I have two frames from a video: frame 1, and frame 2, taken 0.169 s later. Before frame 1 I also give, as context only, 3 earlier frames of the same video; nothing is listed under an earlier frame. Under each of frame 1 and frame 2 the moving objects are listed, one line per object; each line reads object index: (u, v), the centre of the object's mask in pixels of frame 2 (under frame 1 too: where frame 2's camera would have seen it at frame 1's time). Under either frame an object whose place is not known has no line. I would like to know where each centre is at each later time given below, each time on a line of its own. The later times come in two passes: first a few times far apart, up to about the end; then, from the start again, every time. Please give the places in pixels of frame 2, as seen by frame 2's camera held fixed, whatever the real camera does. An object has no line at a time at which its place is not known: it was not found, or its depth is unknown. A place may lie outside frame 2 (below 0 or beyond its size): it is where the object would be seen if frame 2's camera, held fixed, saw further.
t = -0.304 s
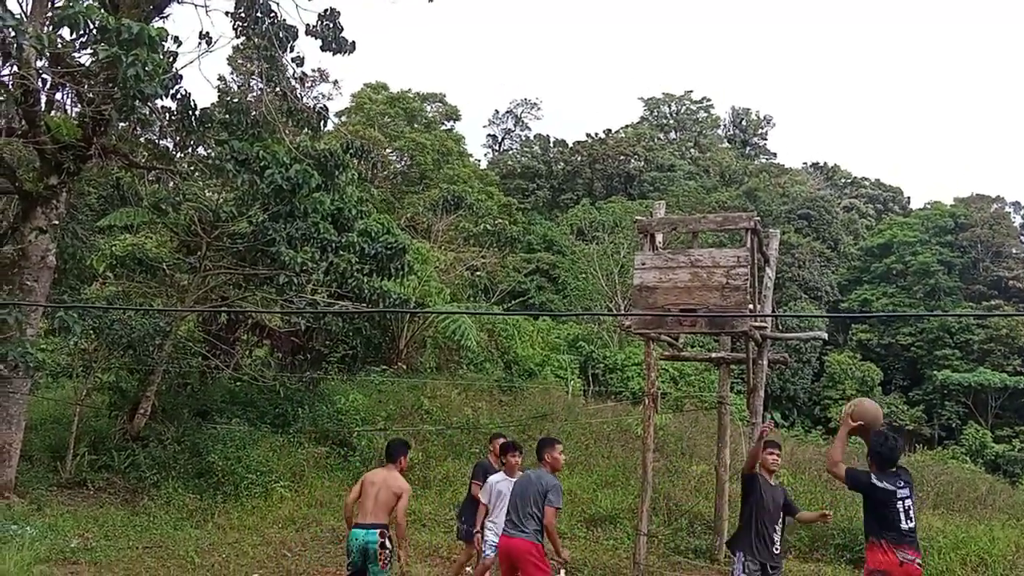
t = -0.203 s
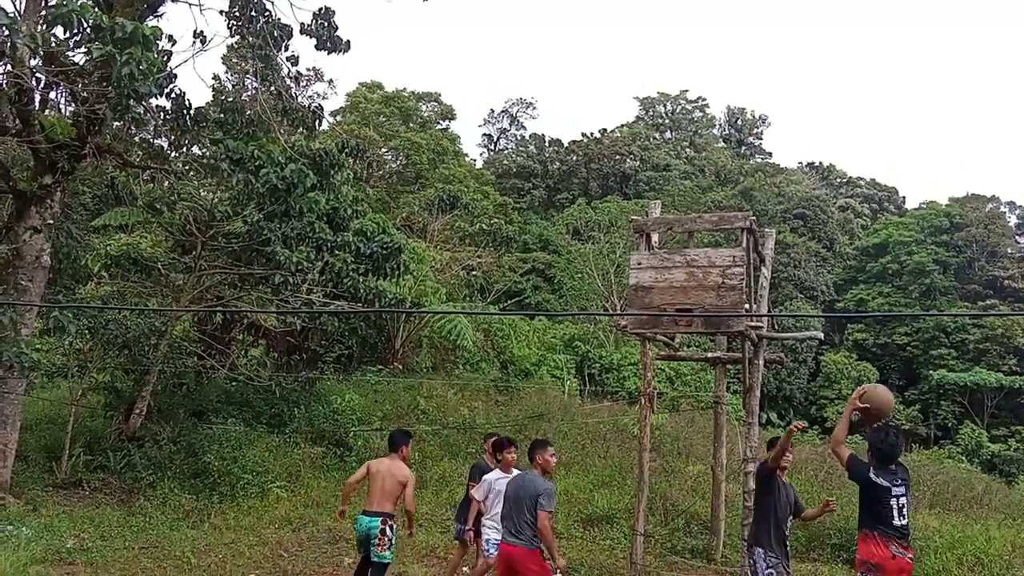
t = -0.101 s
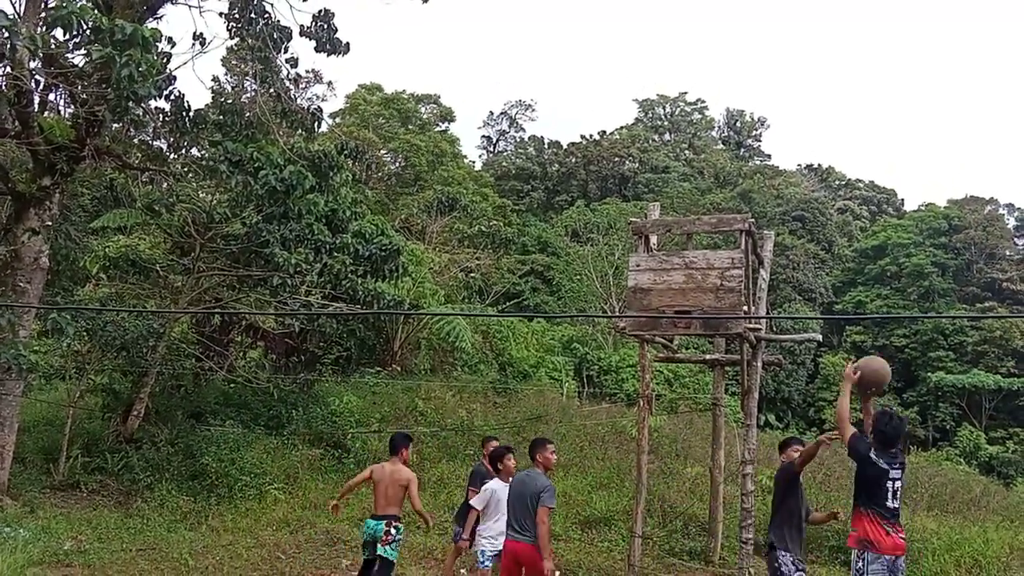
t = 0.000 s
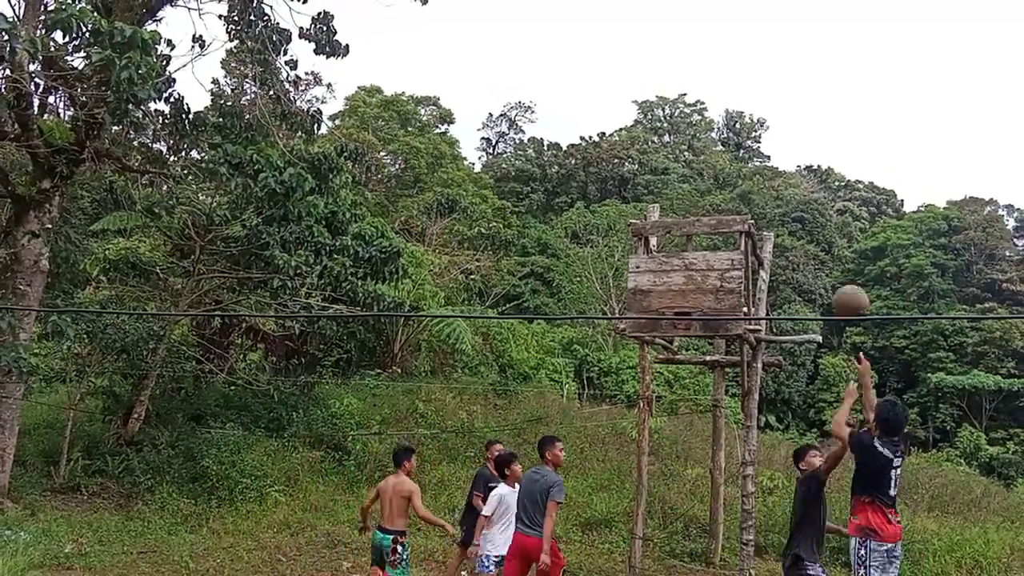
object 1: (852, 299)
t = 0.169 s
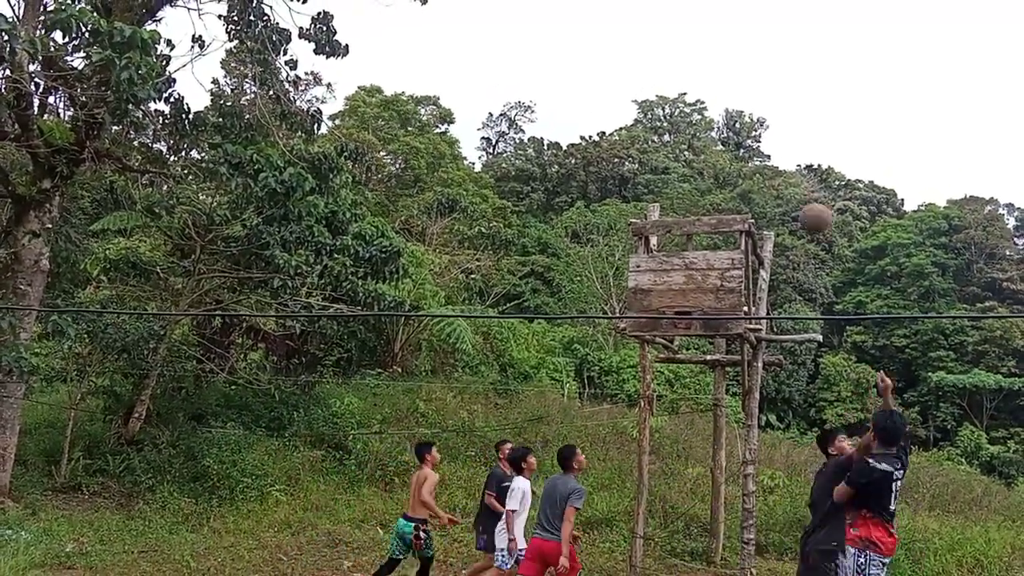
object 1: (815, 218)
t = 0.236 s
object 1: (803, 198)
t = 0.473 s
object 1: (762, 177)
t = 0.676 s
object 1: (732, 207)
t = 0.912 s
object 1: (696, 284)
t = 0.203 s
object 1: (809, 208)
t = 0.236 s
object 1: (803, 198)
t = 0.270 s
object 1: (796, 192)
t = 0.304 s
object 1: (791, 185)
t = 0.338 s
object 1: (783, 182)
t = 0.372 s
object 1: (778, 178)
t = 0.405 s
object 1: (773, 177)
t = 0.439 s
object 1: (767, 177)
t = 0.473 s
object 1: (762, 177)
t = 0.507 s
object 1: (755, 179)
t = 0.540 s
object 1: (752, 182)
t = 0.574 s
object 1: (745, 186)
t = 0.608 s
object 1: (740, 192)
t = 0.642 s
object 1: (737, 200)
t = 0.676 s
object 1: (732, 207)
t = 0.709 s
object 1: (726, 216)
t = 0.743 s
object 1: (721, 226)
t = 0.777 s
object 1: (716, 236)
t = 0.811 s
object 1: (711, 247)
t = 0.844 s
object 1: (705, 258)
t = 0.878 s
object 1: (701, 271)
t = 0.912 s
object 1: (696, 284)
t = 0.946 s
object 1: (692, 295)
